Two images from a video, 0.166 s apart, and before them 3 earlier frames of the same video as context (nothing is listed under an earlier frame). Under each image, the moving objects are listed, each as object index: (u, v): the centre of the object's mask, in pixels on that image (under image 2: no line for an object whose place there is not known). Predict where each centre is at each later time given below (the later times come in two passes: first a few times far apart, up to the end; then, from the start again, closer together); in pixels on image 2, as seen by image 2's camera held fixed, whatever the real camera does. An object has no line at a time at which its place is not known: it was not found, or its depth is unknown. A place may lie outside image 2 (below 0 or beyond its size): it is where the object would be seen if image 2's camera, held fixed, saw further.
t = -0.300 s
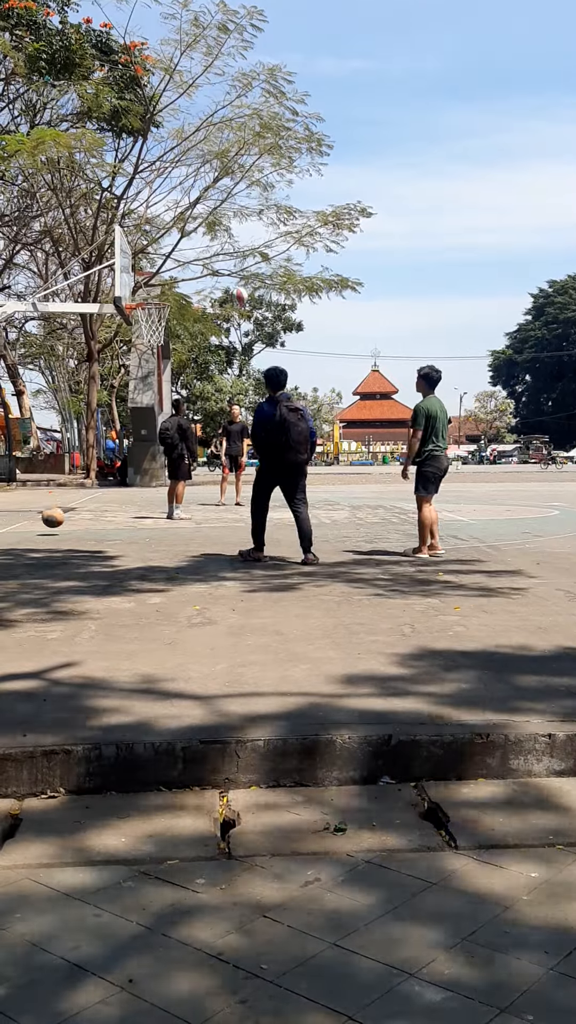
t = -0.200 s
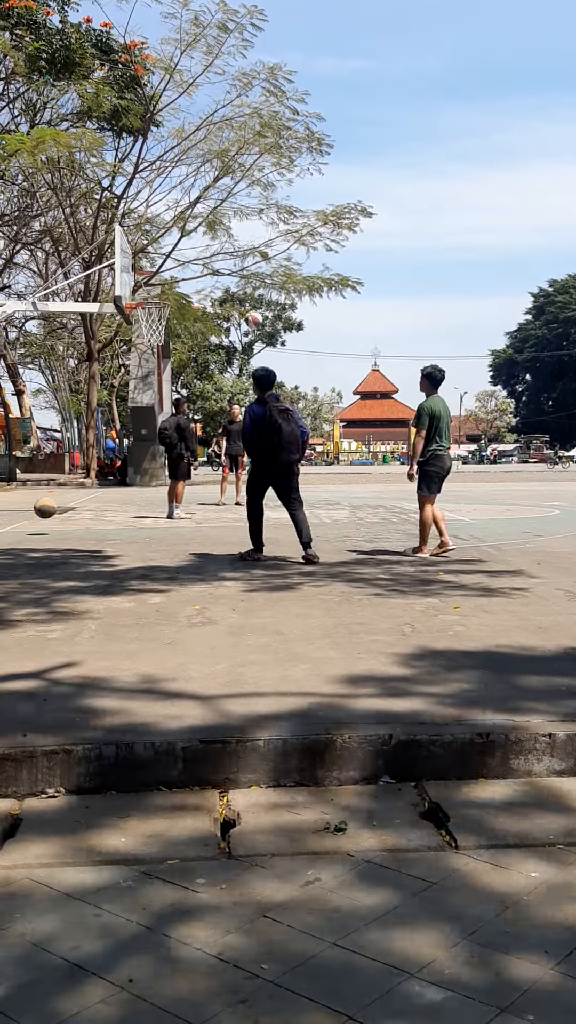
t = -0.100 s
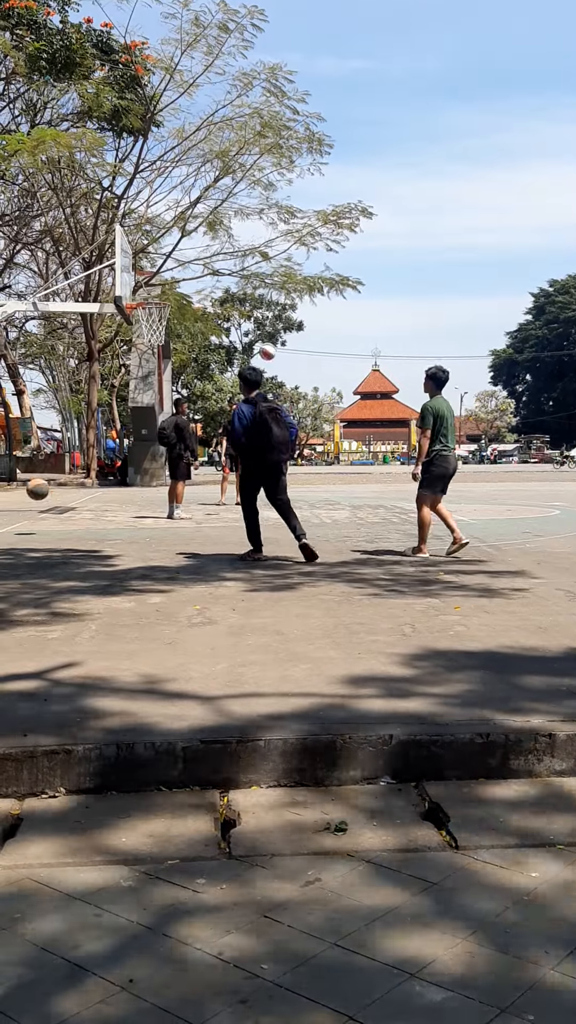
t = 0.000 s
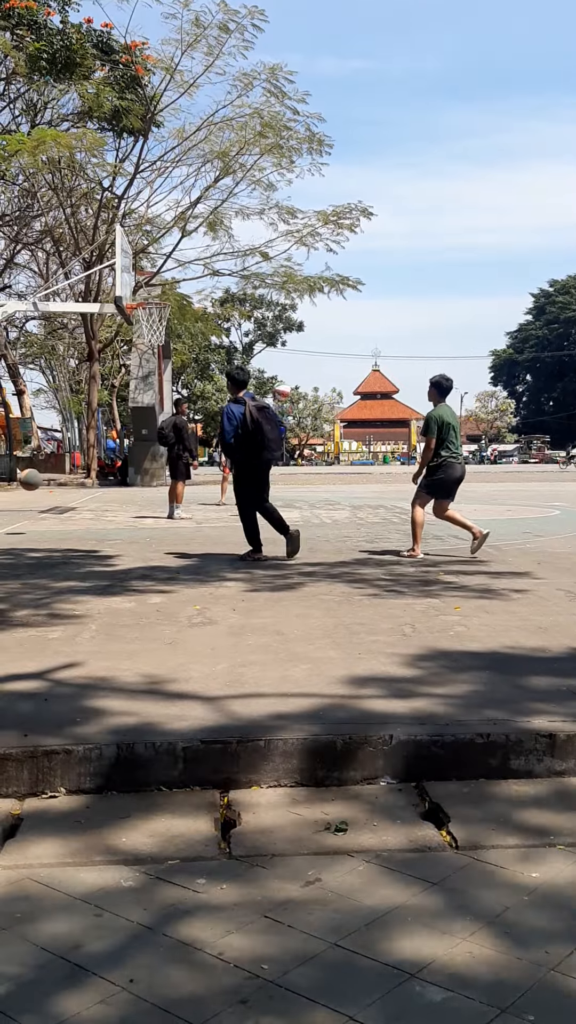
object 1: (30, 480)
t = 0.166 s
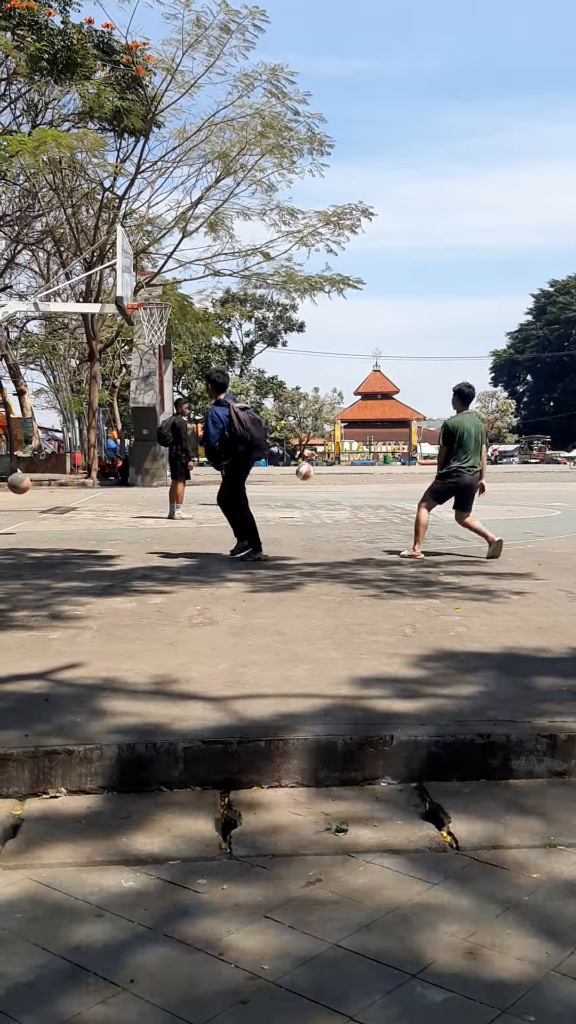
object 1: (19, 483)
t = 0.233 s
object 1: (14, 492)
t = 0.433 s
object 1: (4, 516)
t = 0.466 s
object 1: (3, 509)
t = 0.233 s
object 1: (14, 492)
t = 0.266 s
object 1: (11, 498)
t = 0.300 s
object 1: (8, 504)
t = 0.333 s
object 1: (8, 512)
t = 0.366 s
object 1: (7, 519)
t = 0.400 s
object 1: (6, 524)
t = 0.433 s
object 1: (4, 516)
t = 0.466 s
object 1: (3, 509)
